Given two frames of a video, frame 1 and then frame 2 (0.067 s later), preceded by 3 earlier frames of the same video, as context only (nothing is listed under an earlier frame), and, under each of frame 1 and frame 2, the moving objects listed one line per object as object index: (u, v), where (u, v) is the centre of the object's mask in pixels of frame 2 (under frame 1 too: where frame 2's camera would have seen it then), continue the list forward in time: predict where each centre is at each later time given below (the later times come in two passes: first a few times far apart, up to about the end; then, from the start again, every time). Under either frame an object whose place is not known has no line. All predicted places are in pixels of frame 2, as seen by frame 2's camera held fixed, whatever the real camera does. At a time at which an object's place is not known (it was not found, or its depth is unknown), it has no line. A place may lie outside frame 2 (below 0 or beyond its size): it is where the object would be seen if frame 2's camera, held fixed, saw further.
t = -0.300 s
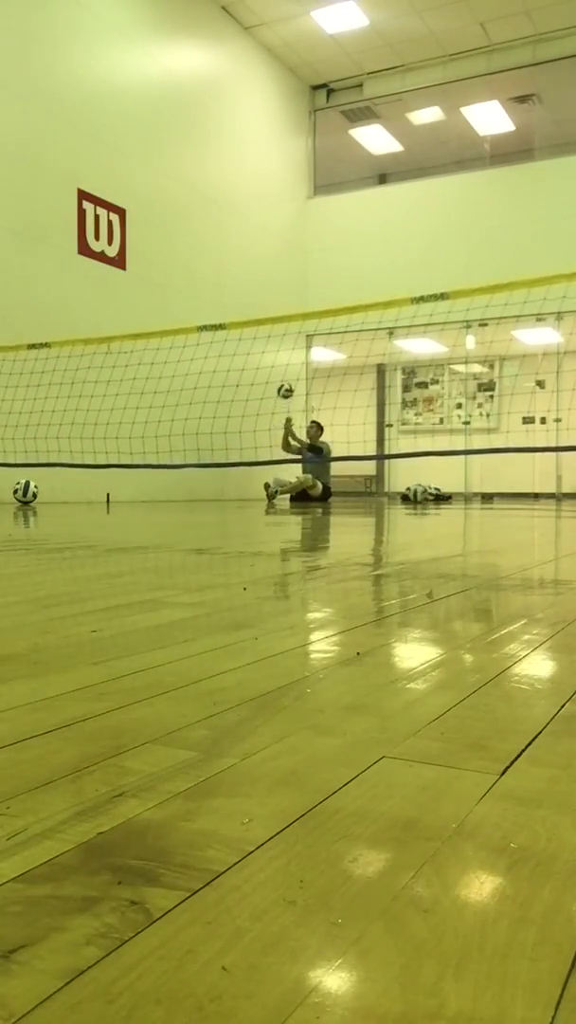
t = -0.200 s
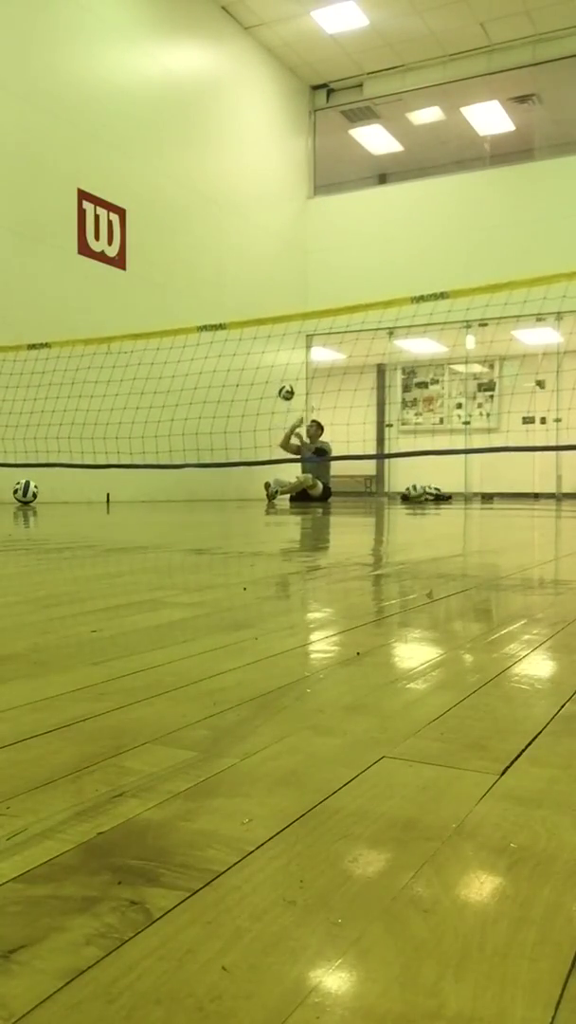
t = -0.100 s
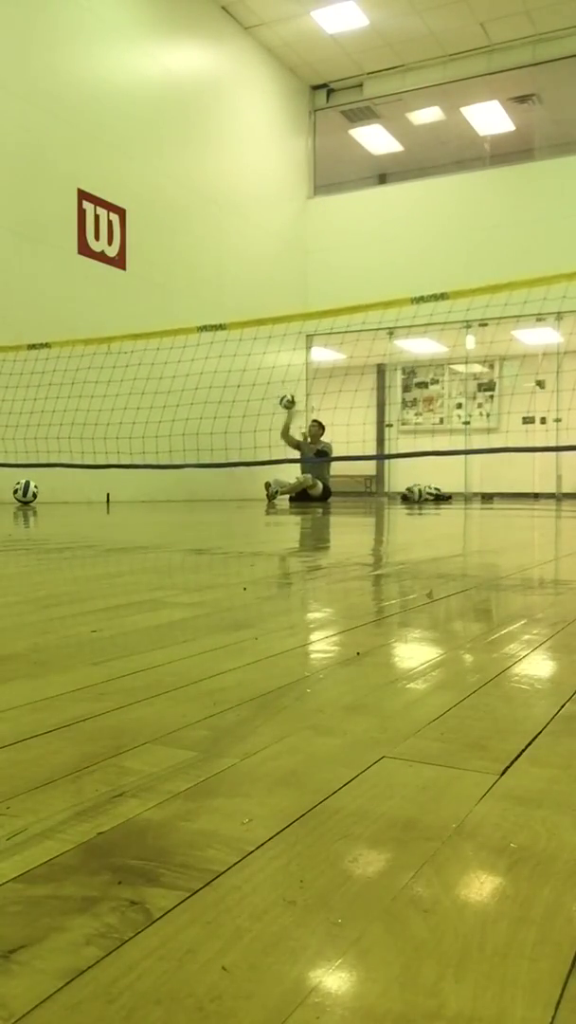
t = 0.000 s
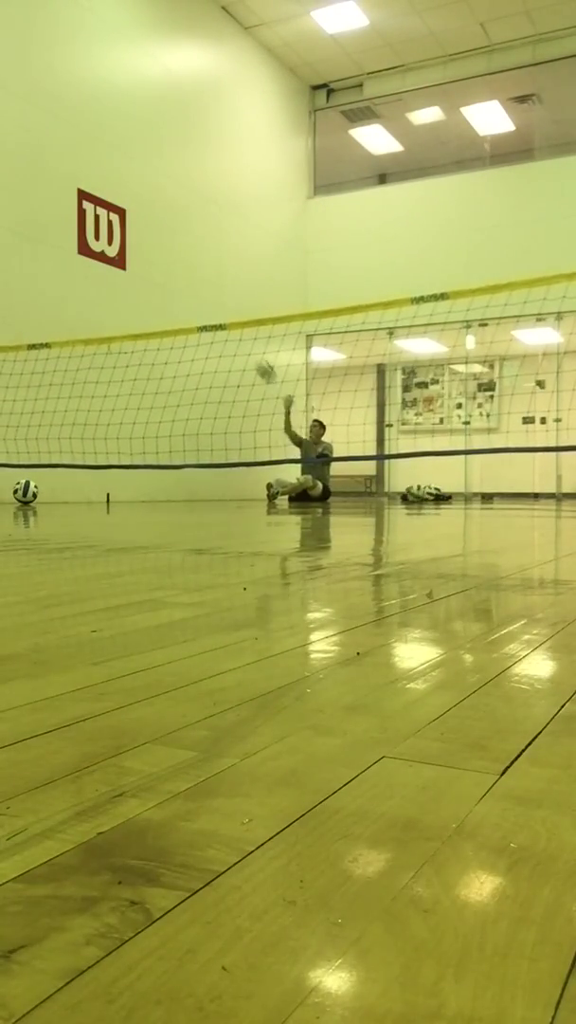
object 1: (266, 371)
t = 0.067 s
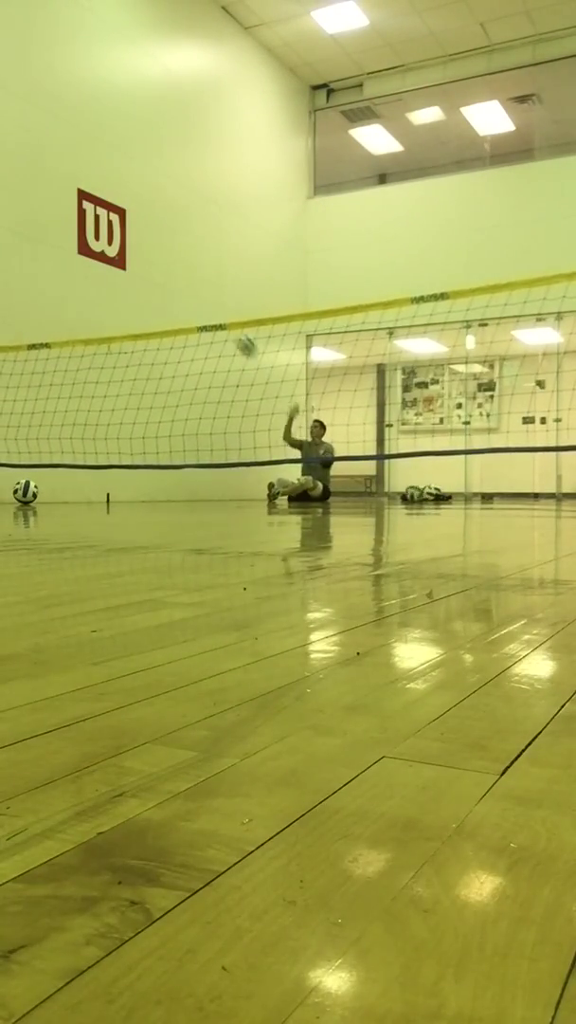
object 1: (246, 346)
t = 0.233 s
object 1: (190, 293)
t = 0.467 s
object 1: (91, 253)
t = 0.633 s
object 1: (9, 263)
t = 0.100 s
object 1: (237, 335)
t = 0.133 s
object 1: (223, 320)
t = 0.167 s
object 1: (213, 312)
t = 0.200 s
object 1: (202, 302)
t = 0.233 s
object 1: (190, 293)
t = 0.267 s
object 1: (177, 284)
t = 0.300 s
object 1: (164, 277)
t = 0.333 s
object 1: (151, 270)
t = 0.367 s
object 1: (138, 265)
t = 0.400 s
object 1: (121, 259)
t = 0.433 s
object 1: (106, 256)
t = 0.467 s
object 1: (91, 253)
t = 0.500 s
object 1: (75, 252)
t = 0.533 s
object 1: (57, 253)
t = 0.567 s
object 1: (39, 254)
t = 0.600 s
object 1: (20, 258)
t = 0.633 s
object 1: (9, 263)
